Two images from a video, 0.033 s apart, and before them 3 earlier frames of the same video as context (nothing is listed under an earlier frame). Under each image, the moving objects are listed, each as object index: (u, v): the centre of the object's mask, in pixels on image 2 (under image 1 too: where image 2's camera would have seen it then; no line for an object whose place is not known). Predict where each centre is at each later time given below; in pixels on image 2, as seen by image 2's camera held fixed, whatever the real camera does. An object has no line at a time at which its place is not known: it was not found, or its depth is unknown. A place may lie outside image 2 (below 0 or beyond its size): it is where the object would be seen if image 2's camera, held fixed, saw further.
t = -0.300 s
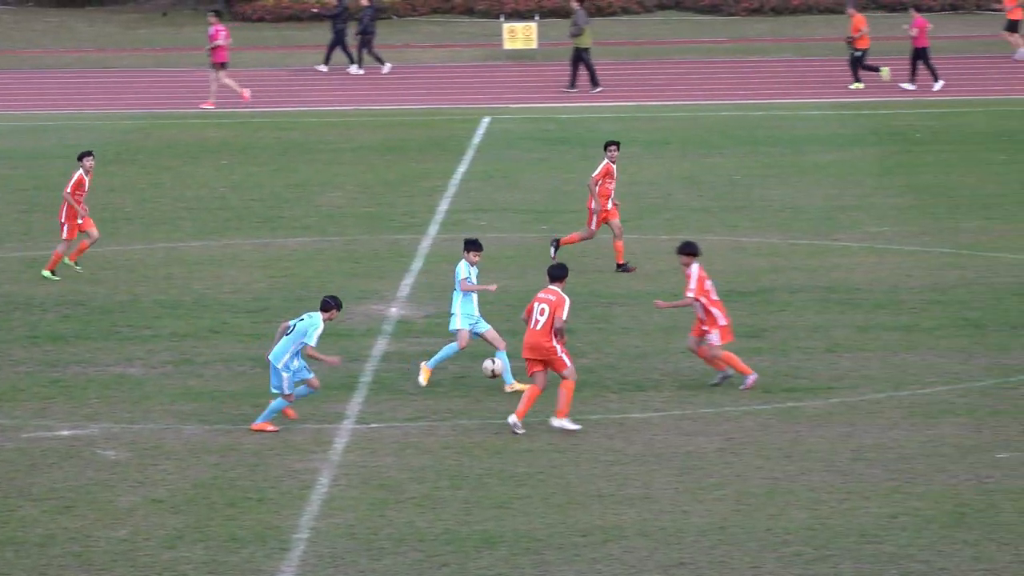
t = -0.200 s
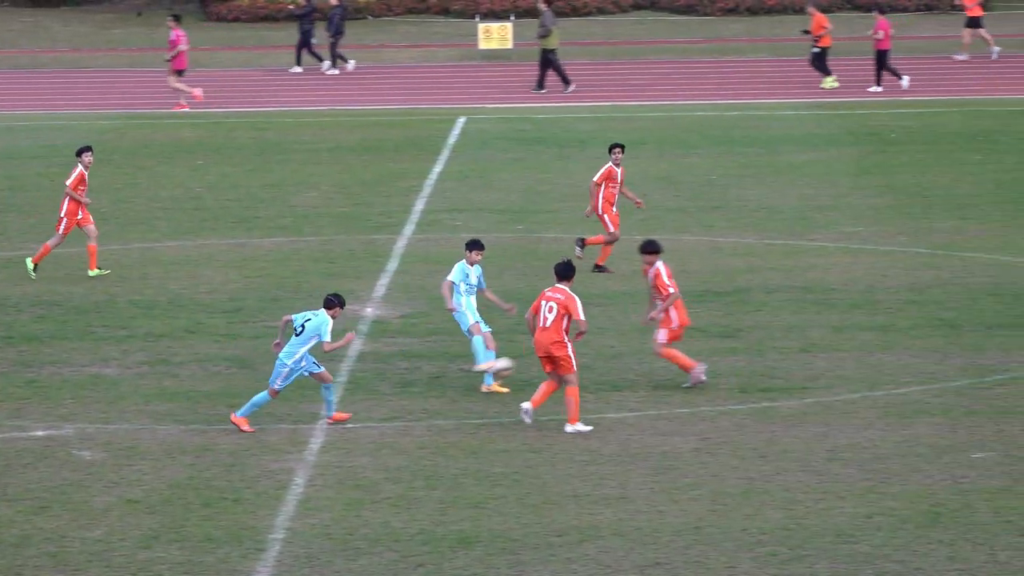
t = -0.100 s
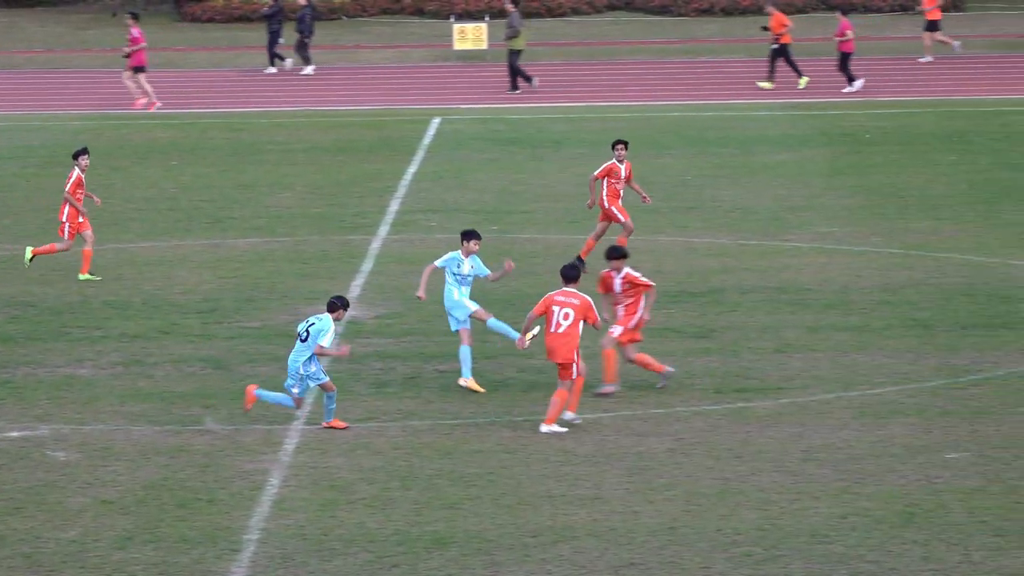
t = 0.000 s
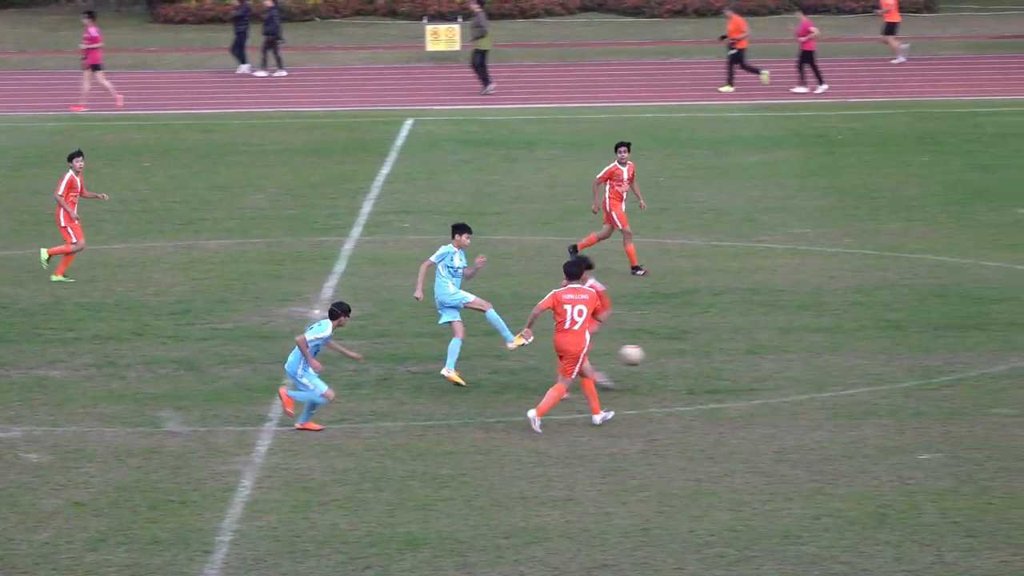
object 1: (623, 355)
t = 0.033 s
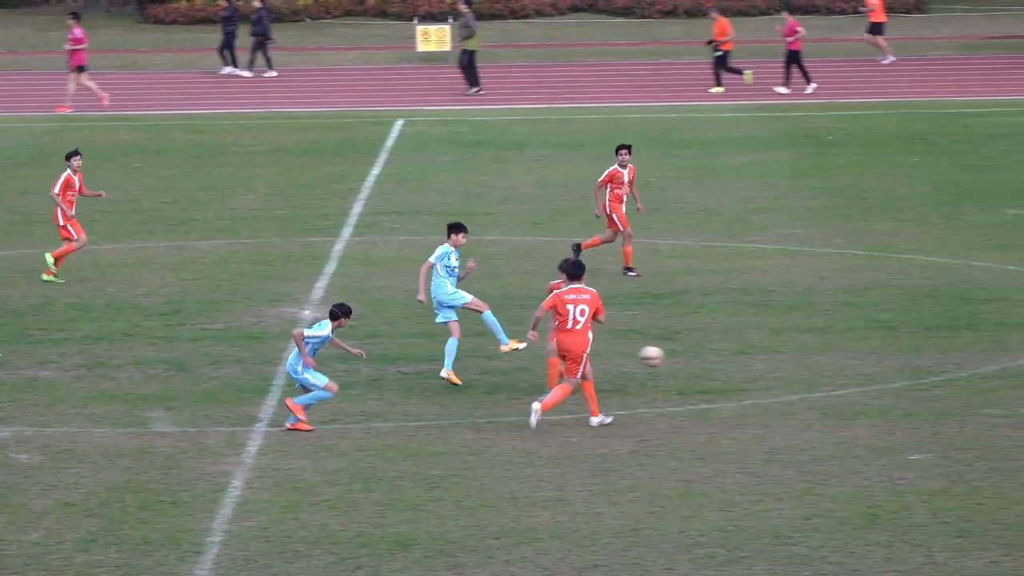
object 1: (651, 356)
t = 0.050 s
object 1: (666, 357)
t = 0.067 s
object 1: (679, 358)
